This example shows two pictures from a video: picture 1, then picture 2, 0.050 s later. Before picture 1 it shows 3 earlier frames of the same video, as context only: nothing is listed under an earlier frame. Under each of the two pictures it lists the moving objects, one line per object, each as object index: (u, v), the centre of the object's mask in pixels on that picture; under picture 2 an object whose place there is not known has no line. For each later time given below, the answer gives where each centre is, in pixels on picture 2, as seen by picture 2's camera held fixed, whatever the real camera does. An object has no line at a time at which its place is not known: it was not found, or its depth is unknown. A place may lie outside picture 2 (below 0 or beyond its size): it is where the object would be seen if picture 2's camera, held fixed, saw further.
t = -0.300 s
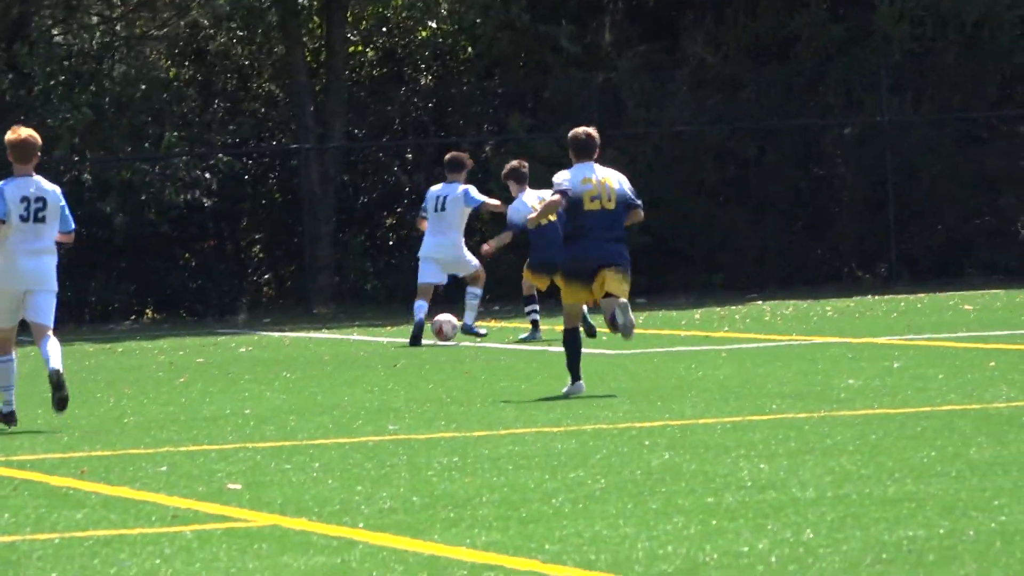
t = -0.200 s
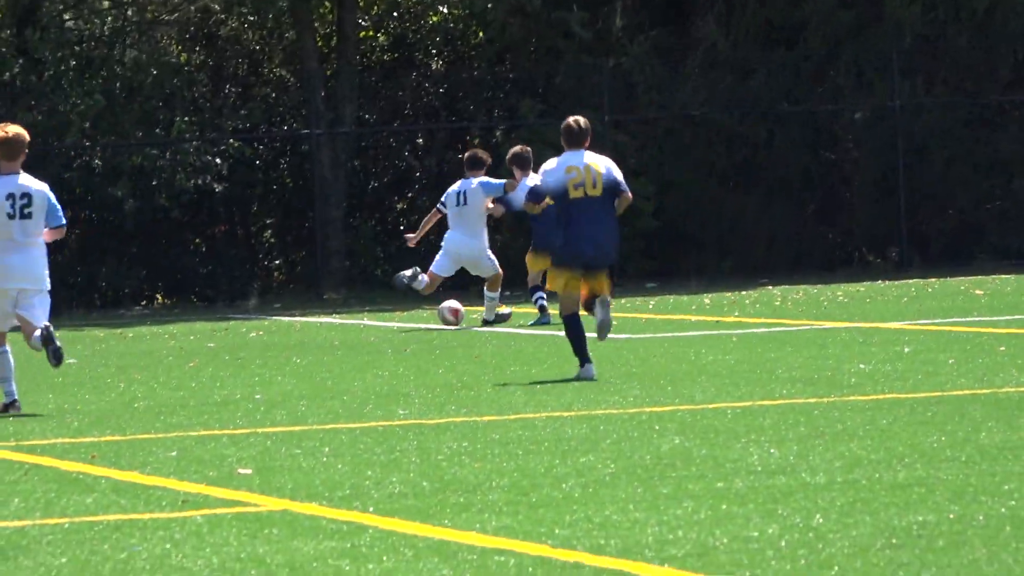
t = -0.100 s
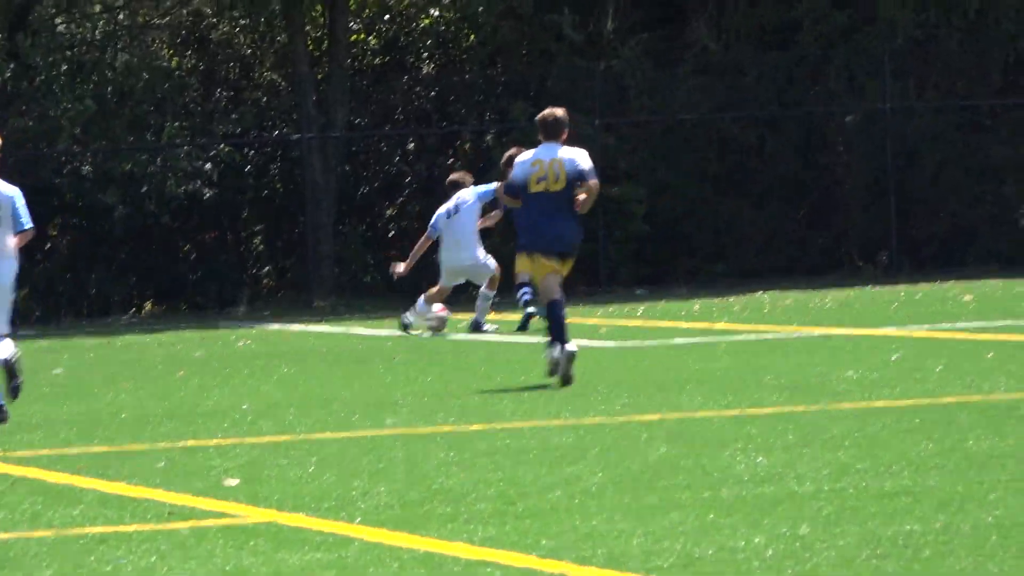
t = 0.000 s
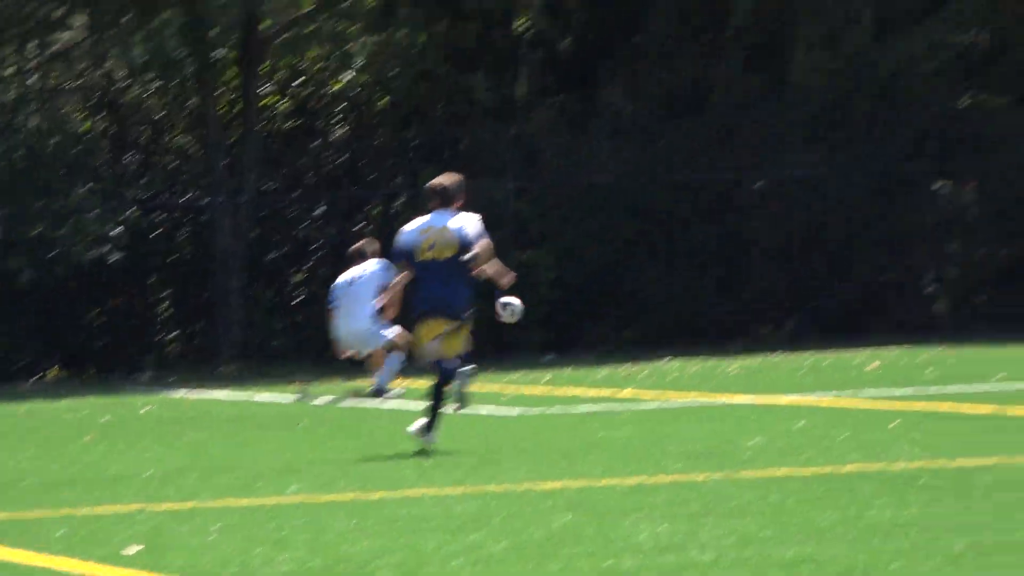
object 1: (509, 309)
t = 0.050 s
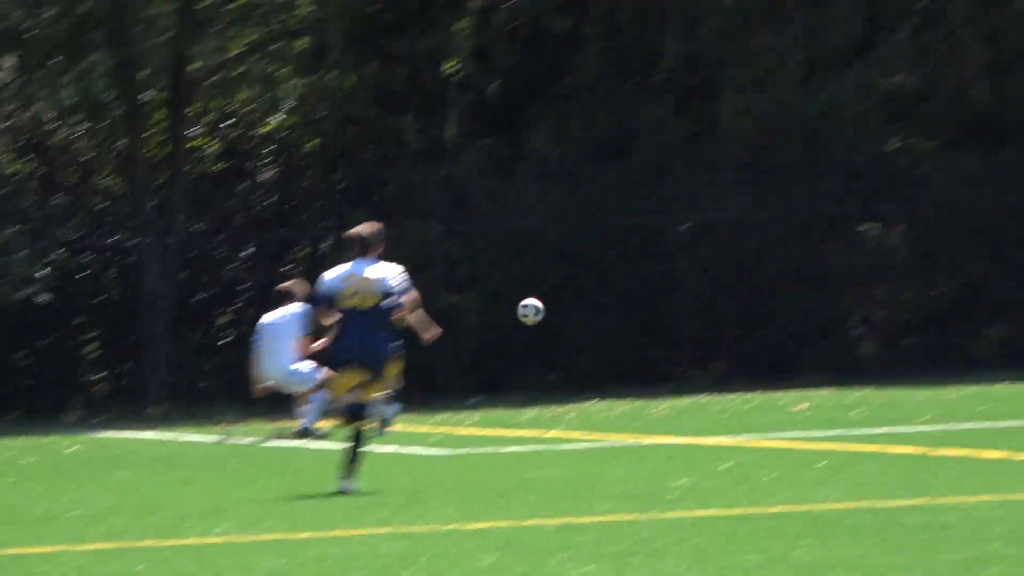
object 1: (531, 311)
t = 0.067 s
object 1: (559, 300)
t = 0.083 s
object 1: (589, 287)
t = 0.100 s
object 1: (616, 275)
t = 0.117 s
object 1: (646, 263)
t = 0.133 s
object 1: (675, 252)
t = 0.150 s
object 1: (704, 241)
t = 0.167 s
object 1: (731, 229)
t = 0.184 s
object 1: (762, 218)
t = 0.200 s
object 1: (790, 208)
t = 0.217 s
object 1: (818, 197)
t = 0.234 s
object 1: (848, 186)
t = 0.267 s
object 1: (903, 167)
